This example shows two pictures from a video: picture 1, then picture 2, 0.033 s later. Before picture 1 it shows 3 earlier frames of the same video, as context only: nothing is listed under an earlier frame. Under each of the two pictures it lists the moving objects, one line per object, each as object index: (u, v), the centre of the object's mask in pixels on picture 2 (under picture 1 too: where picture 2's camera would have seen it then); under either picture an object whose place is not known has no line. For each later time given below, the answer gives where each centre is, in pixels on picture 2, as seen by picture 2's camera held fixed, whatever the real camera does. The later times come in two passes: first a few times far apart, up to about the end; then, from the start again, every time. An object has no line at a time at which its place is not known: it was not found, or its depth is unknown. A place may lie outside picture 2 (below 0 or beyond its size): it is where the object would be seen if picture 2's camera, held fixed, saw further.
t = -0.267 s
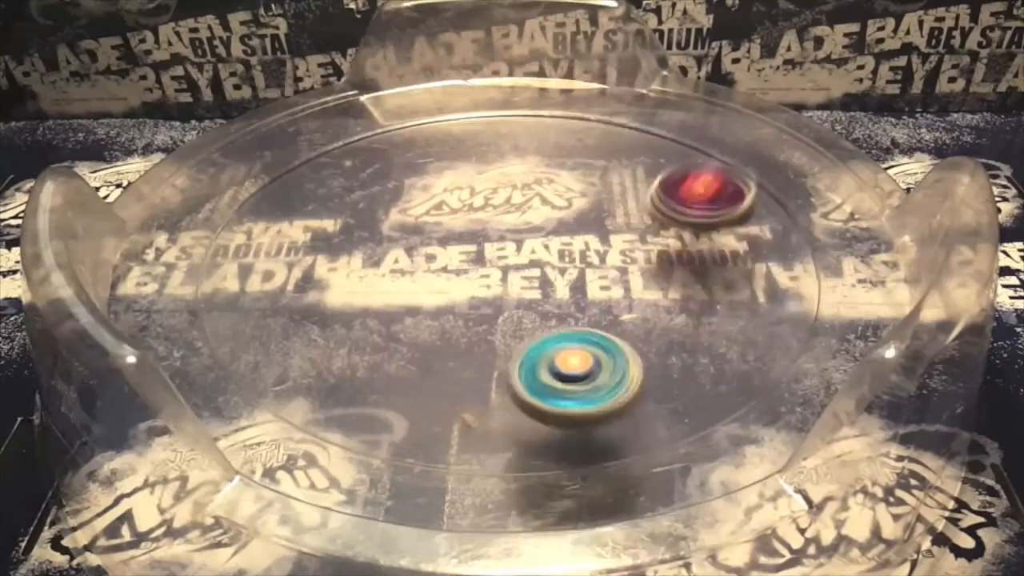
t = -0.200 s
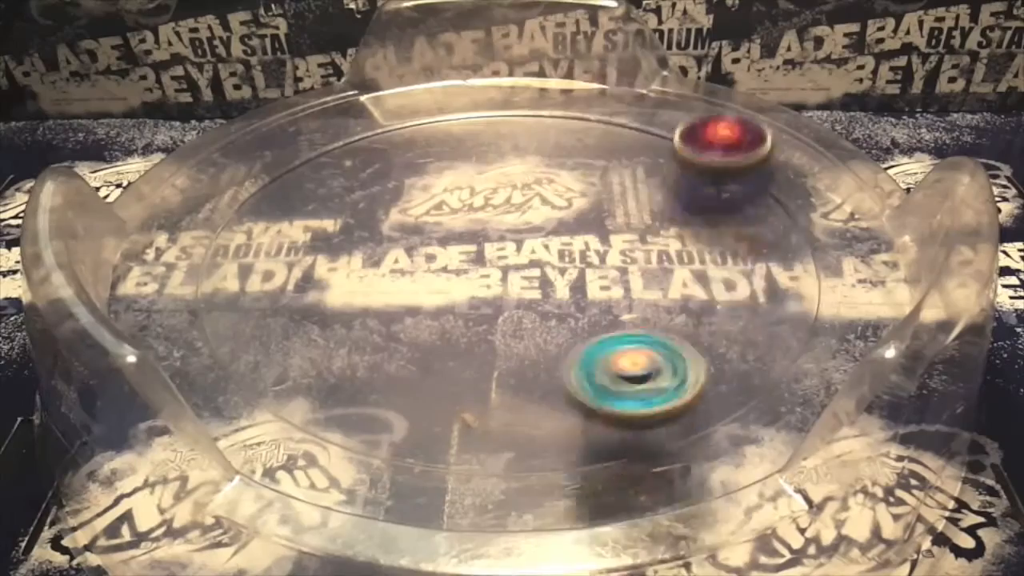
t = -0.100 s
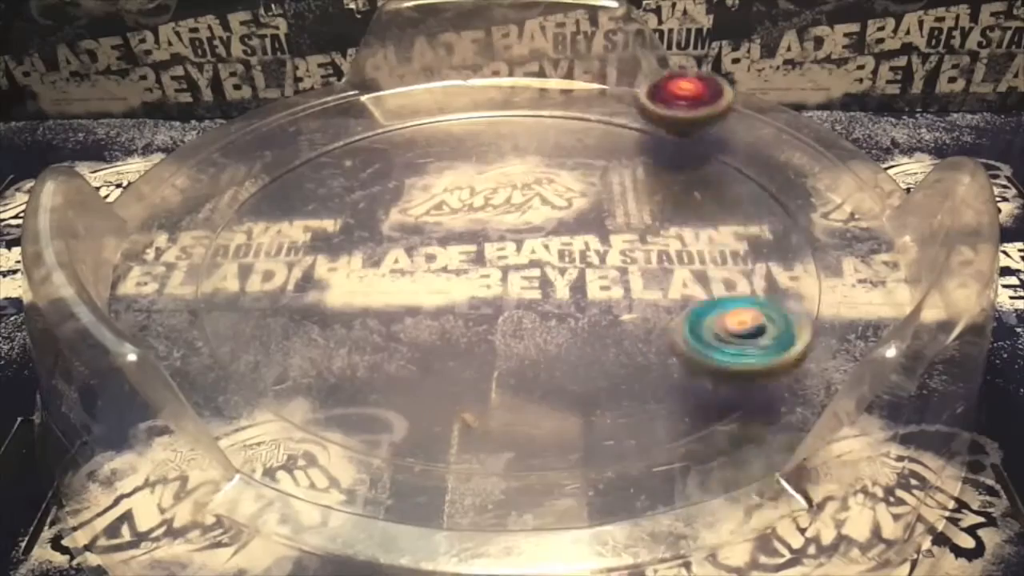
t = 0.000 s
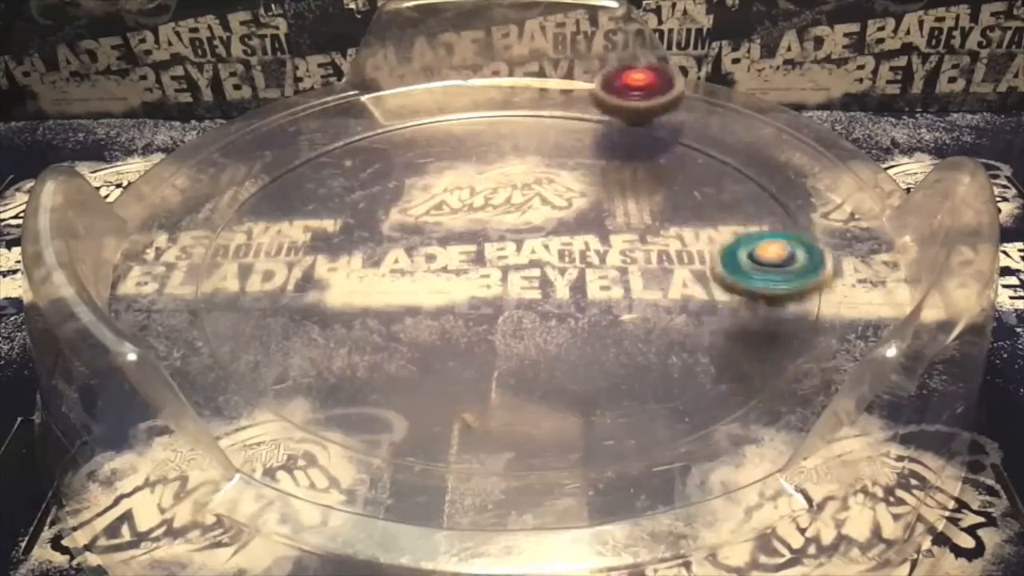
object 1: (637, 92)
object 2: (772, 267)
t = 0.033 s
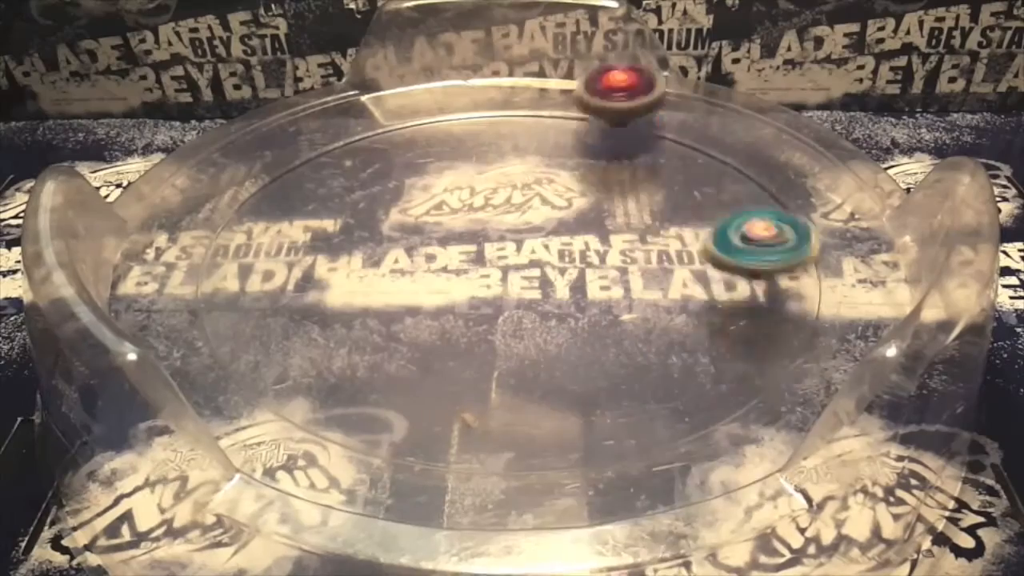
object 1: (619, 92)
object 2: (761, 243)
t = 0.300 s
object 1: (412, 148)
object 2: (508, 185)
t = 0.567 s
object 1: (254, 226)
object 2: (347, 313)
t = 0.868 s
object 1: (361, 336)
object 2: (643, 336)
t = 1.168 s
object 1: (566, 323)
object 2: (493, 185)
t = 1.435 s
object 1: (596, 250)
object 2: (280, 250)
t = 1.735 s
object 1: (517, 200)
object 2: (572, 308)
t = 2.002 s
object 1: (458, 208)
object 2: (561, 157)
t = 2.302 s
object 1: (461, 235)
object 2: (337, 184)
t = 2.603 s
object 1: (498, 243)
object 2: (568, 301)
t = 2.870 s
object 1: (519, 240)
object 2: (654, 158)
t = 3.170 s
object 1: (527, 238)
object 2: (421, 200)
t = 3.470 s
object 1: (535, 244)
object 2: (589, 335)
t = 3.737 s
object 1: (544, 251)
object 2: (687, 208)
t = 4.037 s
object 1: (547, 254)
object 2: (411, 227)
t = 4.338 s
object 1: (535, 256)
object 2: (511, 367)
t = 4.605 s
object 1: (520, 261)
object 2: (630, 241)
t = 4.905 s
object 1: (514, 262)
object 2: (376, 197)
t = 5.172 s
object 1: (504, 259)
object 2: (394, 323)
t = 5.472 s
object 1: (484, 253)
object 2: (623, 228)
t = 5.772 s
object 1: (481, 252)
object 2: (449, 157)
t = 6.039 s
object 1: (494, 249)
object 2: (400, 281)
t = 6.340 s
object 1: (503, 239)
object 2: (656, 256)
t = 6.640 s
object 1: (507, 235)
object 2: (503, 171)
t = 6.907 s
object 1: (567, 273)
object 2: (329, 231)
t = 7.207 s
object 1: (592, 238)
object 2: (559, 310)
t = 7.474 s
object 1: (517, 169)
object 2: (693, 249)
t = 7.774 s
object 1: (310, 202)
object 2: (569, 207)
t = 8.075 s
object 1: (218, 279)
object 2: (558, 282)
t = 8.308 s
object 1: (300, 336)
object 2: (612, 253)
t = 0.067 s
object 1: (597, 98)
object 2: (743, 224)
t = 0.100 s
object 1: (570, 107)
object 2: (717, 206)
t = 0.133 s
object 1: (544, 114)
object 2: (685, 194)
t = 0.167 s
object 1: (520, 122)
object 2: (649, 184)
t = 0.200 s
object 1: (499, 133)
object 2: (612, 177)
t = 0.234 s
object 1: (480, 143)
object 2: (566, 174)
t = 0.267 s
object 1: (449, 142)
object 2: (537, 178)
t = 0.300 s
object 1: (412, 148)
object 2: (508, 185)
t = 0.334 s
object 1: (382, 154)
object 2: (476, 192)
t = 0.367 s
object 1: (357, 162)
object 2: (441, 199)
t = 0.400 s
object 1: (336, 173)
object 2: (407, 212)
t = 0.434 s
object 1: (309, 178)
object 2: (385, 230)
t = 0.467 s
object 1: (284, 190)
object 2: (367, 250)
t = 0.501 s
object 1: (269, 200)
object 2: (352, 269)
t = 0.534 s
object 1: (259, 213)
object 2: (345, 293)
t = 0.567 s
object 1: (254, 226)
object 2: (347, 313)
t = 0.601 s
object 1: (251, 241)
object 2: (358, 335)
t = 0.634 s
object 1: (256, 262)
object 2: (398, 362)
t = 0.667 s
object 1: (259, 269)
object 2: (415, 372)
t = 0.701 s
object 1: (268, 281)
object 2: (454, 384)
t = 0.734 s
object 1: (280, 297)
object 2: (496, 388)
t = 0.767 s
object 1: (295, 310)
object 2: (546, 386)
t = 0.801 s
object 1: (313, 321)
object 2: (588, 376)
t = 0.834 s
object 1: (336, 328)
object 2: (621, 357)
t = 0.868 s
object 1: (361, 336)
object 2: (643, 336)
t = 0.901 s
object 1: (388, 341)
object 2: (658, 314)
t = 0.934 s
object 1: (415, 347)
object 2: (660, 292)
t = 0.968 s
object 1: (443, 351)
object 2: (652, 268)
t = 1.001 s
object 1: (469, 350)
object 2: (637, 252)
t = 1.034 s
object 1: (494, 348)
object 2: (614, 231)
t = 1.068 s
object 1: (516, 344)
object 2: (588, 213)
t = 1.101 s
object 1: (535, 335)
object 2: (559, 201)
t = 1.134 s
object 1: (552, 331)
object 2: (526, 191)
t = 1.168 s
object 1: (566, 323)
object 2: (493, 185)
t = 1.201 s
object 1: (578, 314)
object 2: (456, 181)
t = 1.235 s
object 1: (587, 305)
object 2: (419, 180)
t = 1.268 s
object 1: (595, 296)
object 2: (388, 182)
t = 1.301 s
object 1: (598, 286)
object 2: (356, 188)
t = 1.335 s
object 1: (601, 277)
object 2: (327, 198)
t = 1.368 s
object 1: (602, 268)
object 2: (304, 211)
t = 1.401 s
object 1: (600, 259)
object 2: (287, 228)
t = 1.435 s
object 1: (596, 250)
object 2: (280, 250)
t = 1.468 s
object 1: (591, 242)
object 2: (284, 271)
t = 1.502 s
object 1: (585, 234)
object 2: (298, 293)
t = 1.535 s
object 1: (577, 226)
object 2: (328, 314)
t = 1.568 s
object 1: (568, 218)
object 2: (366, 330)
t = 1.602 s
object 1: (558, 212)
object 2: (411, 340)
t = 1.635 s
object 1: (549, 208)
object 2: (456, 342)
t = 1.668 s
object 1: (538, 204)
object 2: (502, 336)
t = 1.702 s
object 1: (528, 201)
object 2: (542, 325)
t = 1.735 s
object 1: (517, 200)
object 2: (572, 308)
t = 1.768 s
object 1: (506, 199)
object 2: (595, 288)
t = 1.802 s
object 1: (495, 199)
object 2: (611, 265)
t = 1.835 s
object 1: (486, 199)
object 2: (617, 242)
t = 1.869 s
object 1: (477, 200)
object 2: (615, 219)
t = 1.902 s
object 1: (473, 201)
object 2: (612, 210)
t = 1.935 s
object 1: (464, 204)
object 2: (591, 179)
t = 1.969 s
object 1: (462, 206)
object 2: (583, 173)
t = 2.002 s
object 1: (458, 208)
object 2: (561, 157)
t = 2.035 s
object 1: (456, 211)
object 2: (536, 145)
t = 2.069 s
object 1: (454, 214)
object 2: (506, 137)
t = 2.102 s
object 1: (453, 215)
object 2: (463, 131)
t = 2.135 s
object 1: (452, 220)
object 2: (448, 131)
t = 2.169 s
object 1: (452, 223)
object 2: (418, 134)
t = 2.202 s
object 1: (453, 226)
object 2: (390, 140)
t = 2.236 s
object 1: (456, 229)
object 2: (368, 150)
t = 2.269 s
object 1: (458, 232)
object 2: (349, 165)
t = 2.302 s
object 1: (461, 235)
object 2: (337, 184)
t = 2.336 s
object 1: (464, 237)
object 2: (331, 205)
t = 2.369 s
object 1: (468, 239)
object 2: (336, 229)
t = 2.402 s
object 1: (472, 241)
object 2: (351, 251)
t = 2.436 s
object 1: (476, 242)
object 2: (374, 272)
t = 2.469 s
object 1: (482, 241)
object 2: (412, 290)
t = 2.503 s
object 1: (487, 240)
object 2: (448, 301)
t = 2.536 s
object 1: (490, 239)
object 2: (488, 306)
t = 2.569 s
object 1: (495, 241)
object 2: (547, 306)
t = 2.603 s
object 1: (498, 243)
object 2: (568, 301)
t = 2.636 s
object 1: (502, 243)
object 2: (609, 291)
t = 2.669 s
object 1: (506, 243)
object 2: (638, 275)
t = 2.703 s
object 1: (509, 243)
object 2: (661, 257)
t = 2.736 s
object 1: (512, 243)
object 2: (677, 233)
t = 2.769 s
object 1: (515, 242)
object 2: (681, 213)
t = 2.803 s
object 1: (516, 241)
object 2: (680, 193)
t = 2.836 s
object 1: (518, 241)
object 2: (670, 174)
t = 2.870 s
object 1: (519, 240)
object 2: (654, 158)
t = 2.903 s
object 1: (521, 239)
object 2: (632, 147)
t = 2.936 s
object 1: (522, 238)
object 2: (608, 139)
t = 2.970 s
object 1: (523, 238)
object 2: (579, 135)
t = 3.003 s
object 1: (524, 237)
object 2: (547, 136)
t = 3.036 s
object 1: (524, 236)
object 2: (518, 141)
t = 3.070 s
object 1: (524, 236)
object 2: (488, 150)
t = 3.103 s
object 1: (525, 237)
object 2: (461, 163)
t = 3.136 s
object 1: (526, 237)
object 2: (438, 181)
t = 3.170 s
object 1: (527, 238)
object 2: (421, 200)
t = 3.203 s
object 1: (528, 238)
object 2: (411, 218)
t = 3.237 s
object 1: (530, 238)
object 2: (408, 242)
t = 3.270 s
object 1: (531, 239)
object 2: (413, 265)
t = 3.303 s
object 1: (531, 239)
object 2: (424, 284)
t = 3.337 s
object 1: (532, 241)
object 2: (448, 304)
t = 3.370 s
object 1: (532, 241)
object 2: (477, 320)
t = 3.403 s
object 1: (533, 242)
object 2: (511, 330)
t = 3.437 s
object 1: (534, 243)
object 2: (549, 334)
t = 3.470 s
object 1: (535, 244)
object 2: (589, 335)
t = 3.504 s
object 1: (536, 245)
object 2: (627, 329)
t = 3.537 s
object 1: (537, 247)
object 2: (664, 317)
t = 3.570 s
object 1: (538, 248)
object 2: (692, 301)
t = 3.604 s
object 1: (539, 249)
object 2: (711, 282)
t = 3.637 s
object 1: (540, 249)
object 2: (718, 262)
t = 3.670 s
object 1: (542, 250)
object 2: (716, 242)
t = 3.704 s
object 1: (543, 250)
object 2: (706, 223)
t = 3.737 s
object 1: (544, 251)
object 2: (687, 208)
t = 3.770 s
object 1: (545, 251)
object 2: (665, 198)
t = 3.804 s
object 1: (545, 252)
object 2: (634, 188)
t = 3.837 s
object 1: (546, 252)
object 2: (601, 185)
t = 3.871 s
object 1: (546, 252)
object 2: (567, 185)
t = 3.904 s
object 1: (546, 252)
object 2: (531, 187)
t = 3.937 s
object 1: (547, 253)
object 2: (497, 193)
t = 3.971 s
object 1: (547, 253)
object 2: (451, 208)
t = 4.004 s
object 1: (547, 253)
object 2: (437, 214)
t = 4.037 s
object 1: (547, 254)
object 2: (411, 227)
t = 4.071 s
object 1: (546, 254)
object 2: (392, 244)
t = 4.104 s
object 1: (546, 254)
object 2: (379, 262)
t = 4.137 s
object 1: (545, 254)
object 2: (371, 280)
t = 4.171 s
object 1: (544, 254)
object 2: (373, 301)
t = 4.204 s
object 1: (543, 254)
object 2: (383, 321)
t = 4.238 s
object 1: (541, 254)
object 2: (404, 338)
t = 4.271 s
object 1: (539, 255)
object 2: (436, 355)
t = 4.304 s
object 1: (537, 255)
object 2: (471, 364)
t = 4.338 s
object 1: (535, 256)
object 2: (511, 367)
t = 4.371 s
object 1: (533, 256)
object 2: (552, 364)
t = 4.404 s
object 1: (530, 257)
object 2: (588, 354)
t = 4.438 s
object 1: (528, 258)
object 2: (619, 338)
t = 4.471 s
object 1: (526, 258)
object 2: (640, 321)
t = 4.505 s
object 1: (524, 259)
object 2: (650, 300)
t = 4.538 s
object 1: (523, 260)
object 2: (651, 279)
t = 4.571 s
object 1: (522, 260)
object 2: (644, 260)
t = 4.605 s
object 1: (520, 261)
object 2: (630, 241)
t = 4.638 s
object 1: (520, 261)
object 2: (610, 226)
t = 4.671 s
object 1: (519, 262)
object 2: (587, 212)
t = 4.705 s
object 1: (518, 262)
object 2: (562, 203)
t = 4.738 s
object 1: (518, 262)
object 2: (529, 193)
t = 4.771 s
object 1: (517, 262)
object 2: (497, 188)
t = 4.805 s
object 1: (517, 262)
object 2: (468, 187)
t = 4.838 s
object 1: (516, 262)
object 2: (436, 188)
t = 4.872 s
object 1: (515, 262)
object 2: (405, 190)
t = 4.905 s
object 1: (514, 262)
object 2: (376, 197)
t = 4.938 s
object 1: (514, 262)
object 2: (354, 207)
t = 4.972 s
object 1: (513, 261)
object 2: (334, 222)
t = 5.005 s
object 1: (512, 261)
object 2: (322, 237)
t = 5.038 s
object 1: (511, 261)
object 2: (317, 255)
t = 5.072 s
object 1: (510, 260)
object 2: (321, 274)
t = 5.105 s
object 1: (508, 260)
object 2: (336, 294)
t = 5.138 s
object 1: (506, 259)
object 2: (361, 311)
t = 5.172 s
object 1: (504, 259)
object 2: (394, 323)
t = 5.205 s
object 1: (502, 259)
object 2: (435, 328)
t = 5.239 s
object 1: (501, 259)
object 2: (472, 330)
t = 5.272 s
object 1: (499, 257)
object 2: (506, 323)
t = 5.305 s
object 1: (495, 256)
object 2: (541, 314)
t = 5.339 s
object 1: (492, 256)
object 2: (572, 302)
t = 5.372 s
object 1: (490, 255)
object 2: (597, 288)
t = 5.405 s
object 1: (488, 254)
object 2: (613, 269)
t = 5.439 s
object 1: (486, 253)
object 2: (621, 248)
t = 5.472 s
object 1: (484, 253)
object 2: (623, 228)
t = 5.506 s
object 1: (482, 253)
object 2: (617, 212)
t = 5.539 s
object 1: (482, 253)
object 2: (612, 204)
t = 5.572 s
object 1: (481, 253)
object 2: (589, 181)
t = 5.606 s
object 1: (480, 253)
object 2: (579, 175)
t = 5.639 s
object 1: (480, 253)
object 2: (556, 164)
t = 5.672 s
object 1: (480, 252)
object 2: (530, 157)
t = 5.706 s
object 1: (481, 252)
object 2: (504, 153)
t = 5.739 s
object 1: (481, 252)
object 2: (477, 153)
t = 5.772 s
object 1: (481, 252)
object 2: (449, 157)
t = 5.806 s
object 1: (481, 252)
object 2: (423, 164)
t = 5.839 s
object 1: (482, 252)
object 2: (401, 175)
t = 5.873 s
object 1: (483, 252)
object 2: (383, 190)
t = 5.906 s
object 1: (484, 252)
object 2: (373, 207)
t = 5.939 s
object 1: (485, 252)
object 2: (368, 226)
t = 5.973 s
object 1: (486, 251)
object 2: (373, 247)
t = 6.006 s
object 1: (489, 250)
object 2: (383, 266)
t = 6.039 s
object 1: (494, 249)
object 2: (400, 281)
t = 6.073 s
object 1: (497, 247)
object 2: (427, 297)
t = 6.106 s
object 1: (498, 245)
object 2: (459, 308)
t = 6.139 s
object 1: (499, 244)
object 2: (493, 314)
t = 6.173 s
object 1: (499, 244)
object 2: (527, 315)
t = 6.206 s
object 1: (500, 243)
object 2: (562, 311)
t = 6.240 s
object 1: (501, 242)
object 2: (595, 303)
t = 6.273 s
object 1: (502, 241)
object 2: (624, 289)
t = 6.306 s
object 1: (502, 240)
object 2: (644, 272)
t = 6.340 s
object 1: (503, 239)
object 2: (656, 256)
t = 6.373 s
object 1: (504, 239)
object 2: (662, 236)
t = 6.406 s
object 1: (504, 238)
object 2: (658, 218)
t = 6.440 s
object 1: (505, 238)
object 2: (649, 203)
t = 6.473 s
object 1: (505, 237)
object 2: (633, 188)
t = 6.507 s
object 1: (506, 237)
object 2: (610, 179)
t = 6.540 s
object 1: (507, 236)
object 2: (586, 172)
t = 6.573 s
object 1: (507, 235)
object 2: (560, 169)
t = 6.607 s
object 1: (508, 235)
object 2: (533, 168)
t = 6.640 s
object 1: (507, 235)
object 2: (503, 171)
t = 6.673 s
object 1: (506, 235)
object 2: (476, 177)
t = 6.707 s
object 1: (512, 249)
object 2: (443, 173)
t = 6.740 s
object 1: (521, 263)
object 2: (415, 172)
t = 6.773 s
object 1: (529, 272)
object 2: (389, 176)
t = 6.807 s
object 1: (539, 278)
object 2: (365, 186)
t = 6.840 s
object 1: (548, 278)
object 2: (348, 196)
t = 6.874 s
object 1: (557, 276)
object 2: (335, 212)
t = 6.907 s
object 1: (567, 273)
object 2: (329, 231)
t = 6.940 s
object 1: (575, 270)
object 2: (330, 249)
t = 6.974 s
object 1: (583, 265)
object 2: (340, 269)
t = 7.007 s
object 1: (589, 260)
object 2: (357, 289)
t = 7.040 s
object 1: (593, 256)
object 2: (384, 303)
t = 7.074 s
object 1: (596, 251)
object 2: (416, 314)
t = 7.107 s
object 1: (597, 247)
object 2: (450, 321)
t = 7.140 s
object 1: (596, 243)
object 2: (490, 323)
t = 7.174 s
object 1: (595, 240)
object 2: (526, 319)
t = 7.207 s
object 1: (592, 238)
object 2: (559, 310)
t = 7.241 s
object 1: (588, 233)
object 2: (586, 297)
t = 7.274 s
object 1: (585, 215)
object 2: (607, 303)
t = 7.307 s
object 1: (579, 196)
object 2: (628, 306)
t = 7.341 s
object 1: (570, 183)
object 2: (650, 303)
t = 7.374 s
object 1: (559, 174)
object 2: (667, 294)
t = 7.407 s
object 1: (545, 169)
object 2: (683, 281)
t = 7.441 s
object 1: (531, 168)
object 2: (692, 265)
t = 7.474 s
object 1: (517, 169)
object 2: (693, 249)
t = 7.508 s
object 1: (504, 171)
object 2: (686, 234)
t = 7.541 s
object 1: (491, 174)
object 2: (673, 220)
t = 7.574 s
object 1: (479, 178)
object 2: (653, 210)
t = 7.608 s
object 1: (467, 183)
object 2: (630, 204)
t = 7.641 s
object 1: (456, 188)
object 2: (603, 199)
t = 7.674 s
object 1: (448, 193)
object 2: (572, 198)
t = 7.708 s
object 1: (440, 199)
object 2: (542, 199)
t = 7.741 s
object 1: (385, 201)
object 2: (555, 201)
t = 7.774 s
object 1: (310, 202)
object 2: (569, 207)
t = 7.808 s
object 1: (290, 203)
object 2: (568, 209)
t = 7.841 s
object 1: (255, 208)
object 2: (561, 214)
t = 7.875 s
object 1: (234, 214)
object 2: (550, 219)
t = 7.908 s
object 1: (223, 224)
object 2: (540, 228)
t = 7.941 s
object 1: (216, 235)
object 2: (534, 241)
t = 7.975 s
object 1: (213, 247)
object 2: (532, 253)
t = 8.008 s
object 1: (211, 258)
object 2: (535, 265)
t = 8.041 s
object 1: (213, 267)
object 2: (545, 275)
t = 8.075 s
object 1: (218, 279)
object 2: (558, 282)
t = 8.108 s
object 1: (224, 291)
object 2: (574, 287)
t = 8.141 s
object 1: (232, 300)
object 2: (591, 287)
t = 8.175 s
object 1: (242, 309)
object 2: (606, 284)
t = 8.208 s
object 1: (254, 318)
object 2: (618, 278)
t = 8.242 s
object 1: (266, 323)
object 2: (623, 269)
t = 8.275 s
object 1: (282, 330)
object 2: (621, 261)
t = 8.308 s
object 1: (300, 336)
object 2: (612, 253)
